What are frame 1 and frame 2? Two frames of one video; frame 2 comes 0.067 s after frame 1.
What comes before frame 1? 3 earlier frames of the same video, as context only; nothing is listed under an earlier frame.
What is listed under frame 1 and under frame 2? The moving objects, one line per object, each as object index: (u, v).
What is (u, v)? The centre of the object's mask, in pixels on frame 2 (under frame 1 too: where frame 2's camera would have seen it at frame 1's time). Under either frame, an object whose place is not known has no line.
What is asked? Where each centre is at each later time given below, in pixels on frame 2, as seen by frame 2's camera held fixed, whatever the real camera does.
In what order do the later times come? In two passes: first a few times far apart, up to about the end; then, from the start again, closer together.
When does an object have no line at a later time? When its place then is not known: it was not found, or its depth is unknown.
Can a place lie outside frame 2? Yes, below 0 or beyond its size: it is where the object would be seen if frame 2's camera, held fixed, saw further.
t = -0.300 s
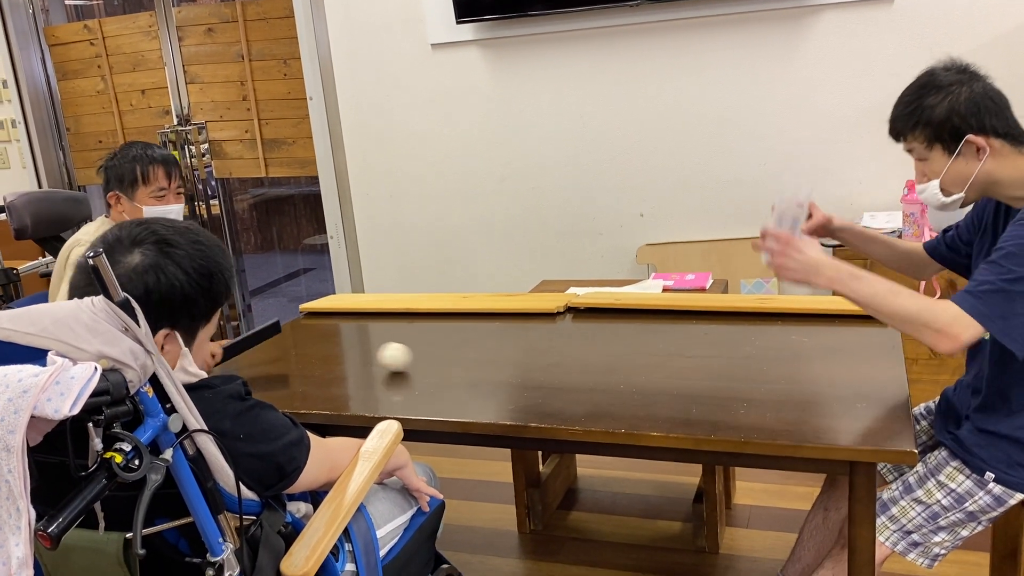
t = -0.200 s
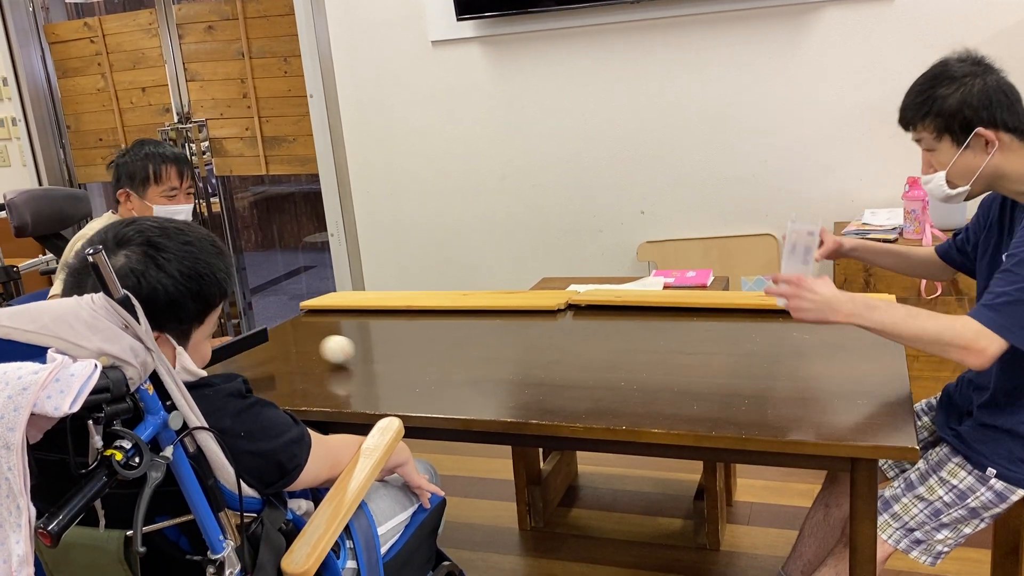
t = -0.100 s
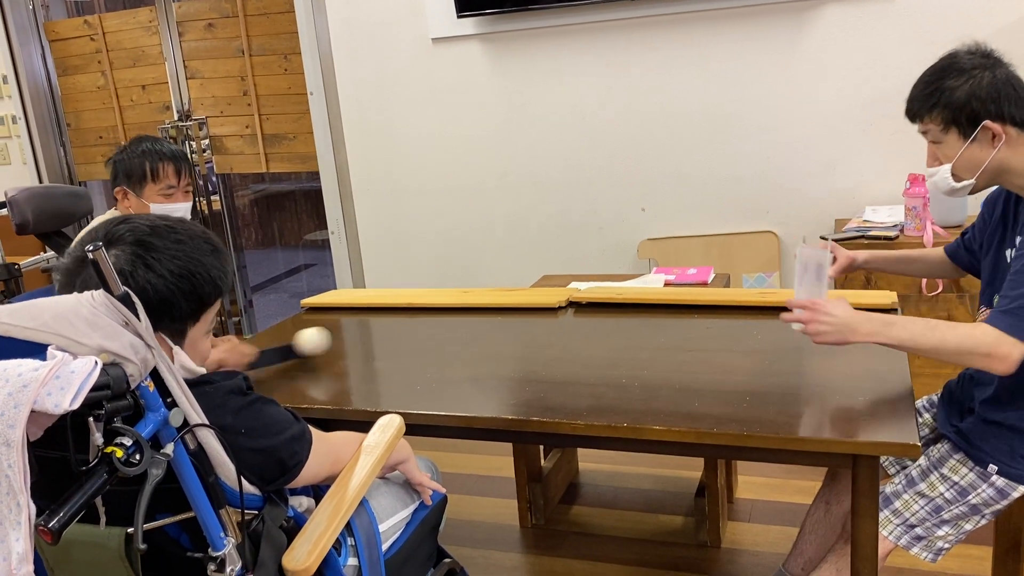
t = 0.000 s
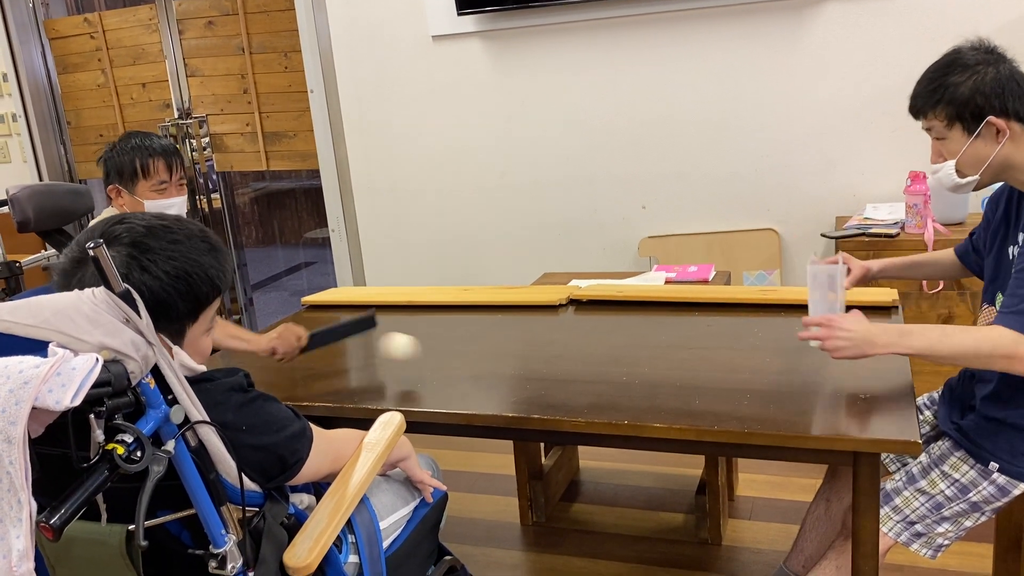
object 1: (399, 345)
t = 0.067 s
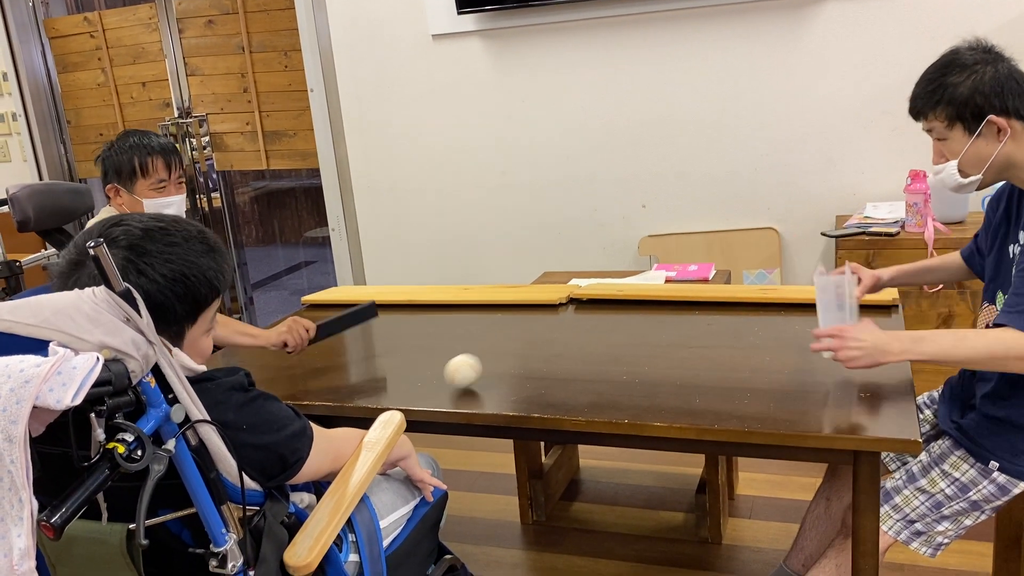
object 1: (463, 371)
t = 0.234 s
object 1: (565, 392)
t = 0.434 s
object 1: (729, 453)
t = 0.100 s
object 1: (481, 365)
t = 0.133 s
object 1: (501, 365)
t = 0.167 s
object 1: (521, 370)
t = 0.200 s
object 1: (543, 380)
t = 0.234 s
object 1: (565, 392)
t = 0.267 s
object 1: (589, 388)
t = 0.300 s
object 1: (614, 389)
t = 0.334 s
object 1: (641, 396)
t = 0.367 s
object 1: (669, 410)
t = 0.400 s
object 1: (698, 429)
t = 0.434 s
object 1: (729, 453)
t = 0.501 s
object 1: (792, 525)
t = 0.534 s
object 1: (822, 563)
